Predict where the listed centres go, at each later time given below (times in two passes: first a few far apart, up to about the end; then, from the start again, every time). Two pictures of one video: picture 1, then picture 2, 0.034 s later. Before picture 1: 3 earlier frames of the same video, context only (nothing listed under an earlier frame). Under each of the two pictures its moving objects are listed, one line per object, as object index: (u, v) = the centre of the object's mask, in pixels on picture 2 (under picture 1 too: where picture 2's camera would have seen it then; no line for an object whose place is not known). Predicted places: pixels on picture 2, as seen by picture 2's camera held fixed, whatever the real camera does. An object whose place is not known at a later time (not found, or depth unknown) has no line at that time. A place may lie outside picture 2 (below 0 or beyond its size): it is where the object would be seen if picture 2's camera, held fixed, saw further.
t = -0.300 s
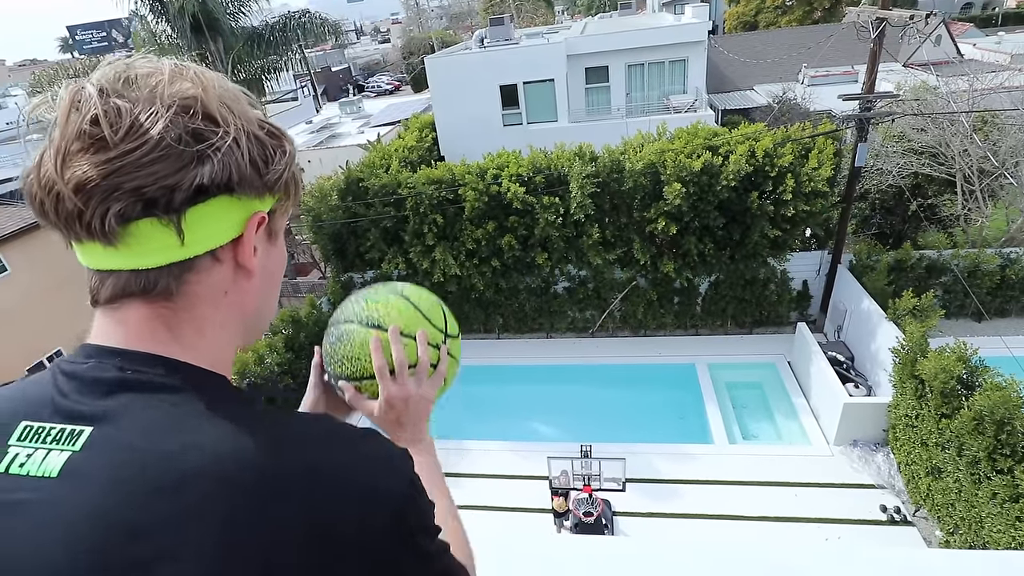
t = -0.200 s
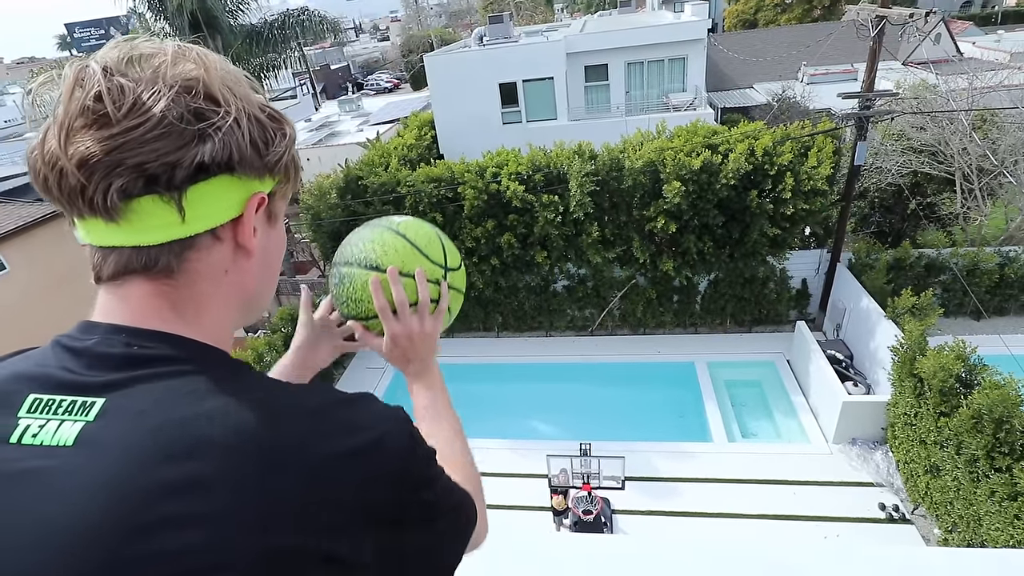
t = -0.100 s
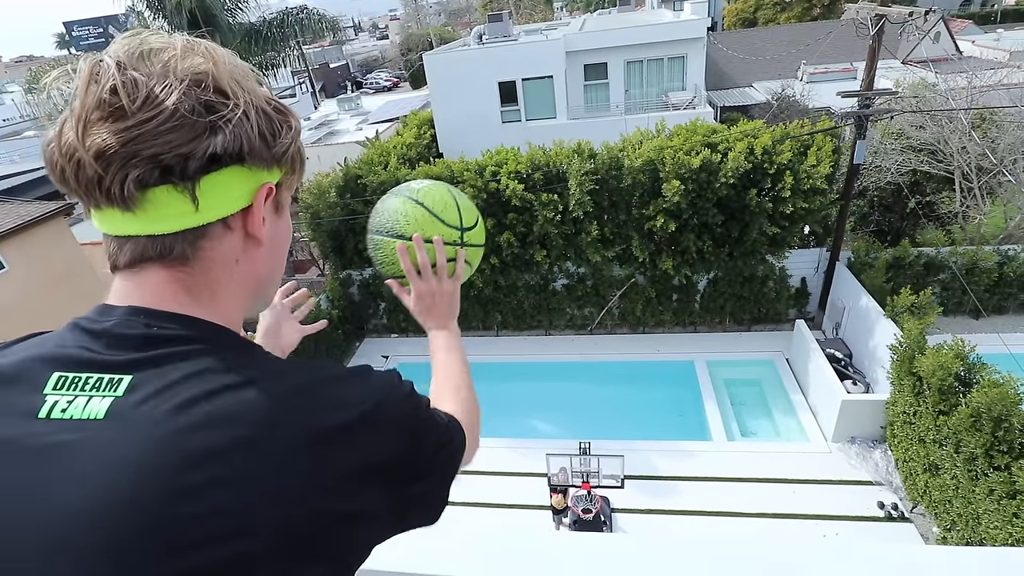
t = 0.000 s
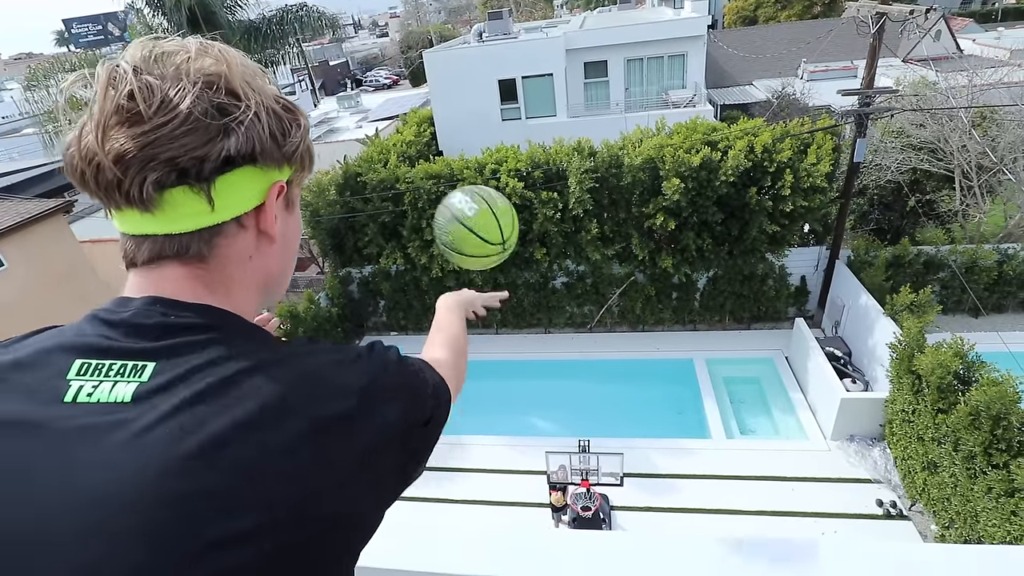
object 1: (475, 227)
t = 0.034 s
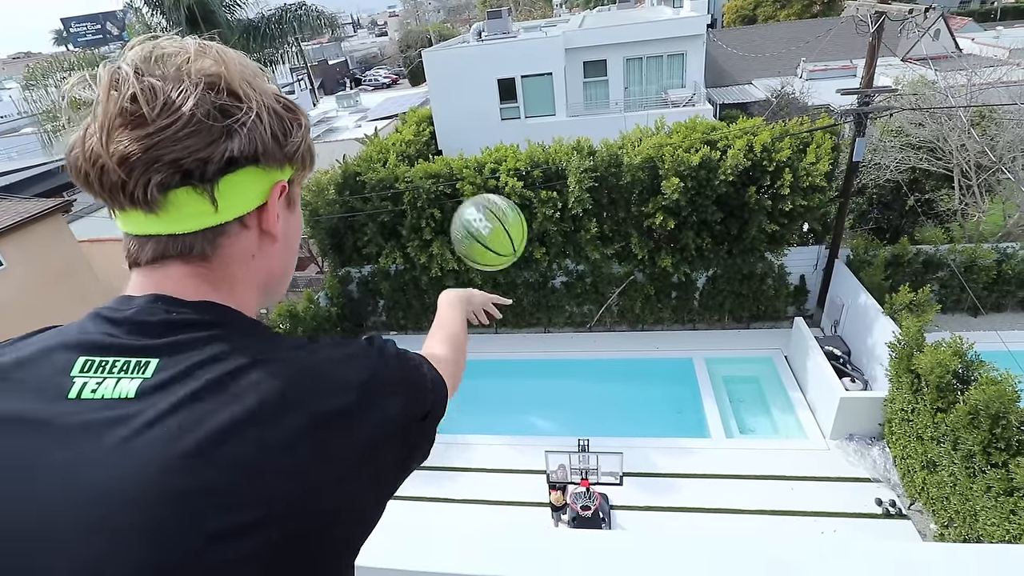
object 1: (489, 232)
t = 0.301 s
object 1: (548, 311)
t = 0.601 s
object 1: (576, 408)
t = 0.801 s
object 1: (587, 464)
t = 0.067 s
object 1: (500, 239)
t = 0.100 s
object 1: (510, 248)
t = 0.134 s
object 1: (519, 258)
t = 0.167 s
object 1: (526, 268)
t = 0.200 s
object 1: (533, 279)
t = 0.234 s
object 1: (538, 290)
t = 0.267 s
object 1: (544, 301)
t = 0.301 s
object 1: (548, 311)
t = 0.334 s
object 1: (552, 322)
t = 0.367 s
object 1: (556, 333)
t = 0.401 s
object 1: (560, 345)
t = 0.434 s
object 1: (563, 355)
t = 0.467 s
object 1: (566, 367)
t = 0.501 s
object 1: (568, 377)
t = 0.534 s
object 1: (571, 388)
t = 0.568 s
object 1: (574, 398)
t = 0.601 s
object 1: (576, 408)
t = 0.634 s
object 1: (577, 418)
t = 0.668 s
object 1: (580, 428)
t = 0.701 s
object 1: (582, 437)
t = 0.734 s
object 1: (584, 447)
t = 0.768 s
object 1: (585, 455)
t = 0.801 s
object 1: (587, 464)
